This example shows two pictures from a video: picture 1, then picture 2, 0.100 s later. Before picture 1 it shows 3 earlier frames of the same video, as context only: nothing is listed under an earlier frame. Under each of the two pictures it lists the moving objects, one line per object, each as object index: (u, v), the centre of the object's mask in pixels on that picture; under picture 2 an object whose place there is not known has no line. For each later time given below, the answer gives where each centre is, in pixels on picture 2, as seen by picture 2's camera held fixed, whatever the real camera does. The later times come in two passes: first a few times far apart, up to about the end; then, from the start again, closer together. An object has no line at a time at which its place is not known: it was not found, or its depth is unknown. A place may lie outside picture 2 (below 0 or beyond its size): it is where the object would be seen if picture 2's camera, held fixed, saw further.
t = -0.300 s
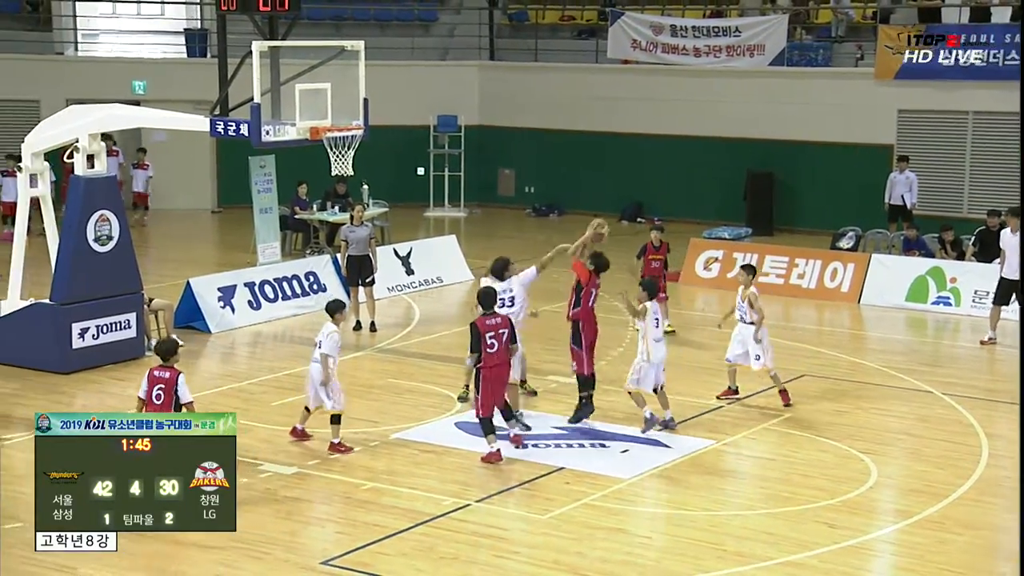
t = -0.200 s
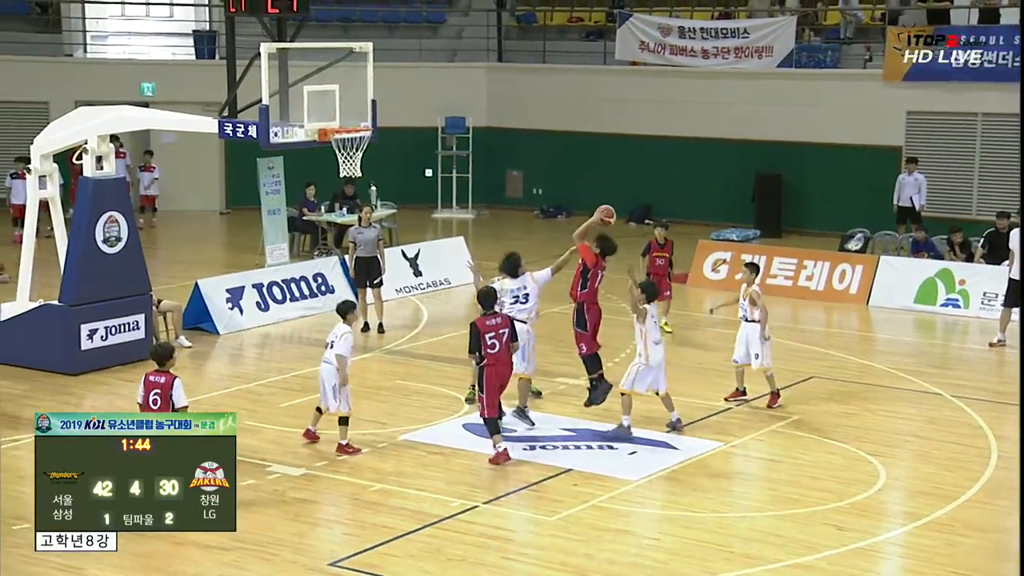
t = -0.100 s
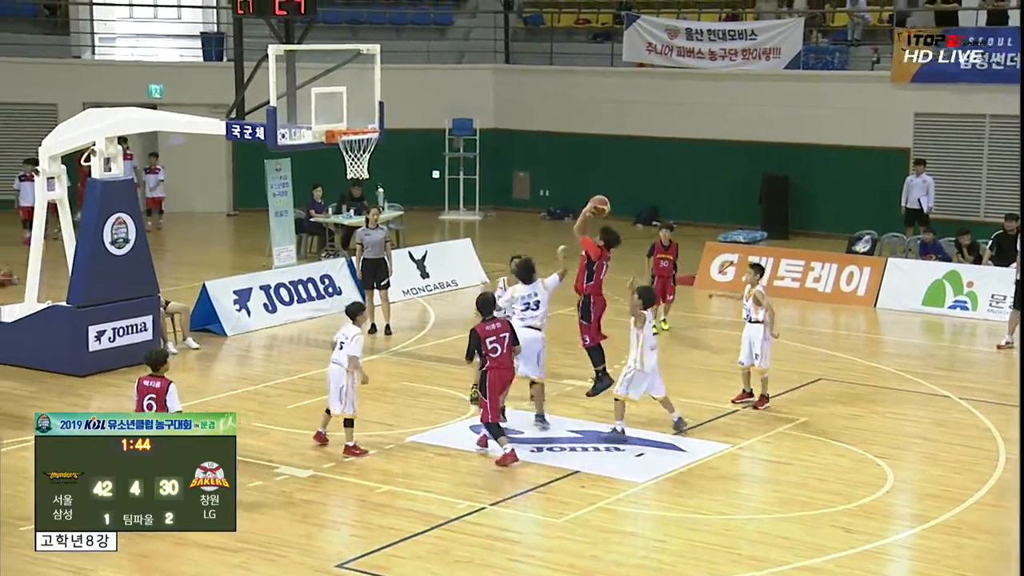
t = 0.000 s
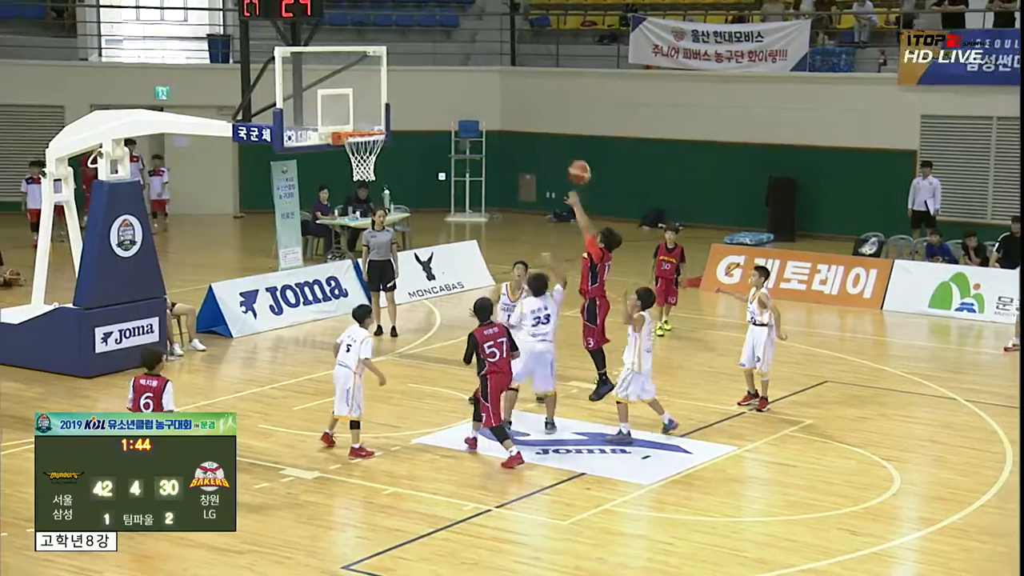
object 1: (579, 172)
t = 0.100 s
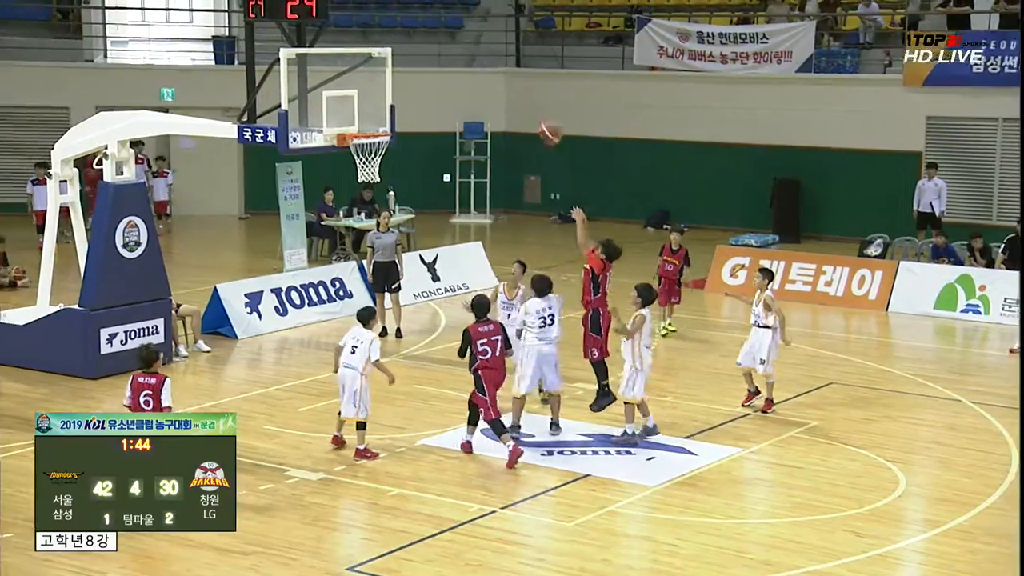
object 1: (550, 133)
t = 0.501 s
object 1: (418, 67)
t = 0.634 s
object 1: (377, 79)
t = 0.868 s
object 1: (364, 127)
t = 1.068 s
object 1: (383, 150)
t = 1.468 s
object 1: (362, 178)
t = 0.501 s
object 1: (418, 67)
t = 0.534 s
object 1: (408, 69)
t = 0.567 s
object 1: (397, 70)
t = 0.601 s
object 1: (387, 74)
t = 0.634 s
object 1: (377, 79)
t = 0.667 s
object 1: (366, 84)
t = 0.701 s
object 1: (357, 90)
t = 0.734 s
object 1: (347, 98)
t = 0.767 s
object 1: (350, 106)
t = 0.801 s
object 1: (355, 112)
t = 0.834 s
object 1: (360, 120)
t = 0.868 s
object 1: (364, 127)
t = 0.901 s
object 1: (369, 137)
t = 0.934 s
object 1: (373, 143)
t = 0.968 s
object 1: (378, 148)
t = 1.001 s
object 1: (380, 150)
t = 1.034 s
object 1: (381, 150)
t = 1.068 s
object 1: (383, 150)
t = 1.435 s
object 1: (363, 171)
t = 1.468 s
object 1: (362, 178)
